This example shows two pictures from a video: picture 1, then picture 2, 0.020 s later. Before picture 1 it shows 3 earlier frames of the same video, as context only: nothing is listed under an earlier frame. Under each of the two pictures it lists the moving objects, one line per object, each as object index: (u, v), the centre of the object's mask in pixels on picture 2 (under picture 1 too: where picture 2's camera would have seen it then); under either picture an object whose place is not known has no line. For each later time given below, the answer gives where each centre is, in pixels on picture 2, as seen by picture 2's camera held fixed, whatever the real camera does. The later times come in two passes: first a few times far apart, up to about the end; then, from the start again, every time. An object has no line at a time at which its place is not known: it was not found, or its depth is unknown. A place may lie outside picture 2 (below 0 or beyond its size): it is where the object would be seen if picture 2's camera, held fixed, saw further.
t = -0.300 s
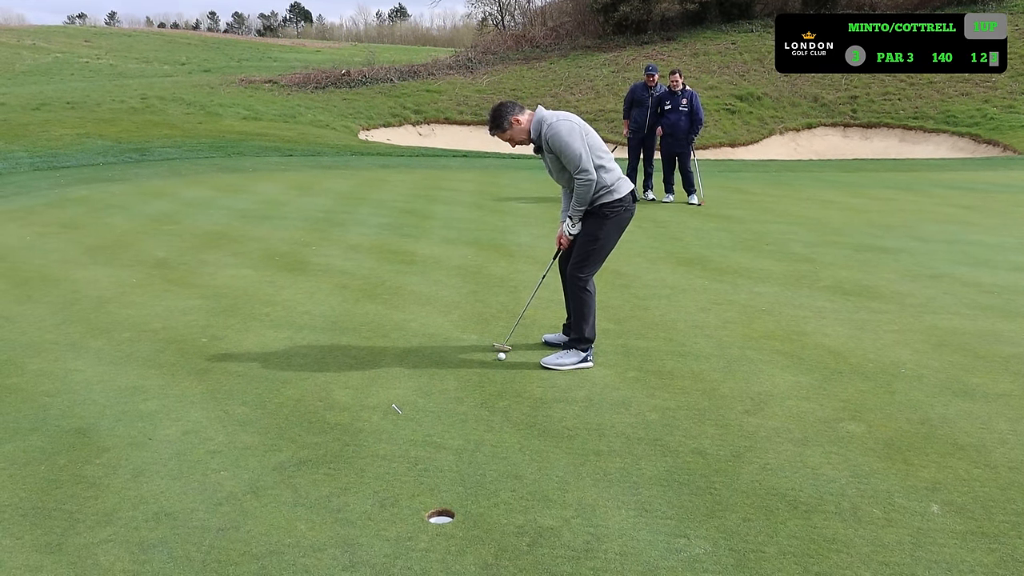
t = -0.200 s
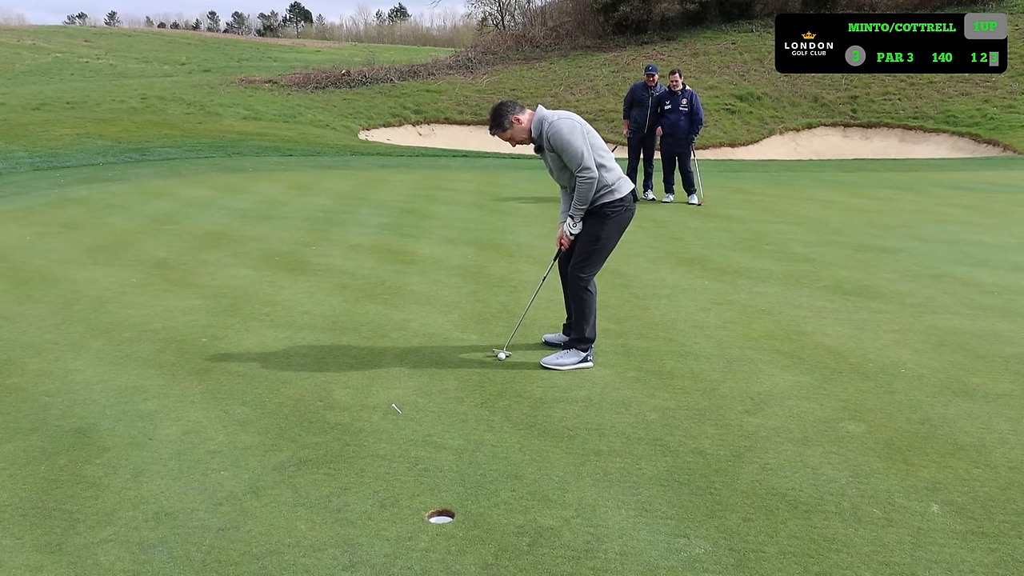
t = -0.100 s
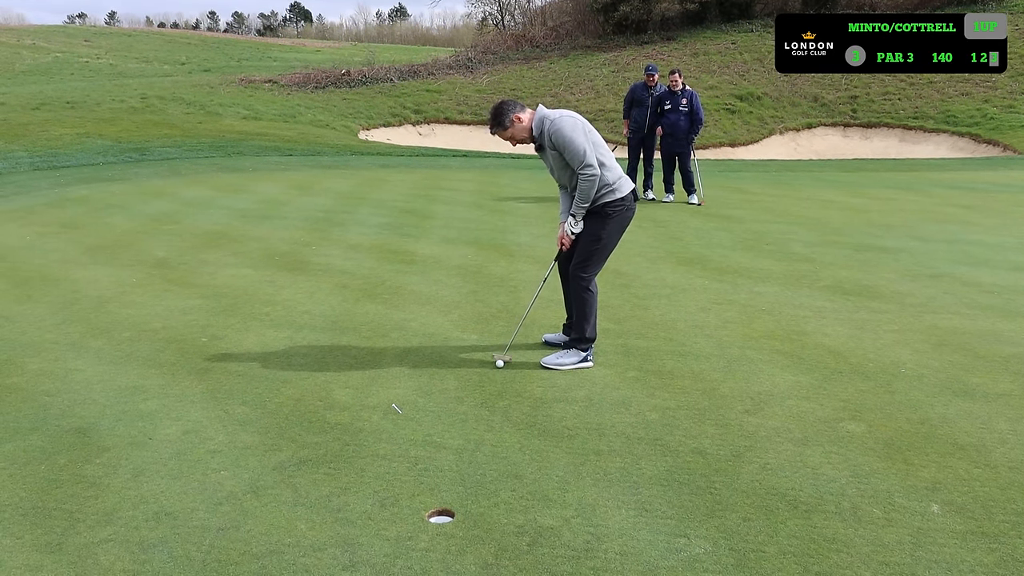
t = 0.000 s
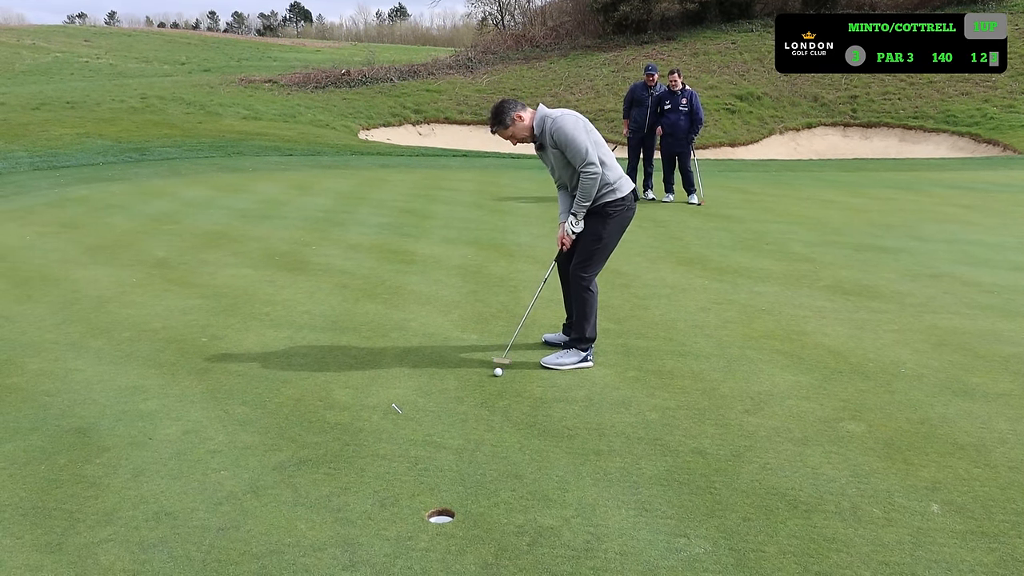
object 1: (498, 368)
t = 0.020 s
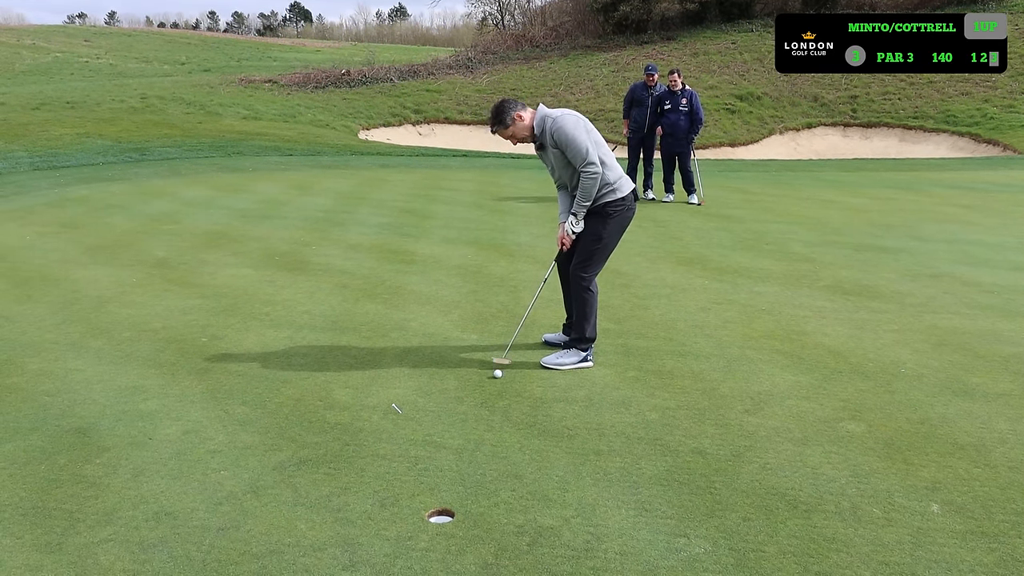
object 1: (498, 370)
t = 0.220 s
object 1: (495, 391)
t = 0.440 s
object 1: (490, 411)
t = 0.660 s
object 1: (486, 431)
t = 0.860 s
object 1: (482, 450)
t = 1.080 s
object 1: (476, 470)
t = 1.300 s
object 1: (469, 491)
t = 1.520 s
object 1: (461, 510)
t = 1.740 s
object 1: (452, 529)
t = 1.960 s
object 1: (444, 547)
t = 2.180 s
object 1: (434, 562)
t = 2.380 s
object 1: (426, 574)
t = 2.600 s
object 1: (422, 583)
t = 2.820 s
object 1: (417, 589)
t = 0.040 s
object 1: (498, 370)
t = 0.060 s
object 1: (497, 377)
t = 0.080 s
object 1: (497, 378)
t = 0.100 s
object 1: (496, 380)
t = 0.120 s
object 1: (496, 382)
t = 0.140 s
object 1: (496, 384)
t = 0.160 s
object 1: (496, 385)
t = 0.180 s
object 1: (495, 387)
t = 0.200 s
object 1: (495, 389)
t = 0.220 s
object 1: (495, 391)
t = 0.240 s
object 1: (494, 393)
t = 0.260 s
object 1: (494, 394)
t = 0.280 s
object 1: (494, 396)
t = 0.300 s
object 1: (494, 398)
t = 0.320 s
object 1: (493, 400)
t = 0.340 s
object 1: (493, 402)
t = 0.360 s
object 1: (492, 403)
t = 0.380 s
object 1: (492, 405)
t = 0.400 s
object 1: (492, 407)
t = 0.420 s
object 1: (491, 409)
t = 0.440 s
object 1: (490, 411)
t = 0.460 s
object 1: (490, 412)
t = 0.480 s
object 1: (490, 414)
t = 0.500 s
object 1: (490, 416)
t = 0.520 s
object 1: (489, 418)
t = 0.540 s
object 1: (488, 420)
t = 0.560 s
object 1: (488, 422)
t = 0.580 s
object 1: (487, 424)
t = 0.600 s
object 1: (487, 425)
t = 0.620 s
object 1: (487, 427)
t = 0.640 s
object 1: (486, 429)
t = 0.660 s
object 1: (486, 431)
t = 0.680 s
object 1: (485, 433)
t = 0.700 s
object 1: (485, 434)
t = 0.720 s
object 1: (485, 436)
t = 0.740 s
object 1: (485, 438)
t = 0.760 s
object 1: (484, 440)
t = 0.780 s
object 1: (484, 442)
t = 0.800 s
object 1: (483, 444)
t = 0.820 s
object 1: (483, 446)
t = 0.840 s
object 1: (483, 448)
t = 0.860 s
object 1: (482, 450)
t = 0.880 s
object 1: (482, 452)
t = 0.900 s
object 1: (481, 454)
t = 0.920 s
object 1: (481, 456)
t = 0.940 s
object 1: (480, 457)
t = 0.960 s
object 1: (479, 459)
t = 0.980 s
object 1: (479, 461)
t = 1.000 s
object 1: (478, 463)
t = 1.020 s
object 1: (478, 465)
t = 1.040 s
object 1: (477, 467)
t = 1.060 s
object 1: (477, 469)
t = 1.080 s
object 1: (476, 470)
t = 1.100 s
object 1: (476, 472)
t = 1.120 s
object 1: (475, 474)
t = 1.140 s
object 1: (474, 476)
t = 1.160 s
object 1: (473, 477)
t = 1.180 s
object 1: (473, 479)
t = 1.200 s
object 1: (472, 481)
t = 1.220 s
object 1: (472, 483)
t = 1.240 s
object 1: (471, 485)
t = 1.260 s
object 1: (470, 487)
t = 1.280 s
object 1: (470, 489)
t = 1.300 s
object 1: (469, 491)
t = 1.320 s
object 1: (469, 493)
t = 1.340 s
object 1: (468, 494)
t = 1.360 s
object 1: (467, 496)
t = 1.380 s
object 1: (466, 498)
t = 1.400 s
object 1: (466, 500)
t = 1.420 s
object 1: (465, 502)
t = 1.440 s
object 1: (464, 504)
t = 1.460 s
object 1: (463, 505)
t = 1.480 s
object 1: (463, 507)
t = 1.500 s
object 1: (462, 509)
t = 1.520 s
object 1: (461, 510)
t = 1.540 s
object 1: (460, 512)
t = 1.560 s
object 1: (460, 514)
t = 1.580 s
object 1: (459, 516)
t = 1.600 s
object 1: (458, 517)
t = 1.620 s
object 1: (457, 519)
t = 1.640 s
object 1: (456, 521)
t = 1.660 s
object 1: (455, 523)
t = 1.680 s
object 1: (455, 524)
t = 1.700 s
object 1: (454, 526)
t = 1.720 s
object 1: (453, 527)
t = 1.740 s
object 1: (452, 529)
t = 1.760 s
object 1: (451, 531)
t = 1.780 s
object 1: (451, 532)
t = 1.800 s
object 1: (450, 534)
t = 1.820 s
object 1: (449, 536)
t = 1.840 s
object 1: (448, 537)
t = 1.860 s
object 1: (448, 539)
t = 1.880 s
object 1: (447, 540)
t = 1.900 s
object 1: (446, 542)
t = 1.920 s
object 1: (446, 544)
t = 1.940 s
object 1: (445, 545)
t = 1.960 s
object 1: (444, 547)
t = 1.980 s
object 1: (443, 548)
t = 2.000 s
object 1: (442, 550)
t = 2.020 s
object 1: (441, 551)
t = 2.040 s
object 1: (440, 553)
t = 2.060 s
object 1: (439, 554)
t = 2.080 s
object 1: (439, 555)
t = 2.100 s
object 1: (438, 557)
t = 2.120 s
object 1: (437, 558)
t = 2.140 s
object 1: (436, 560)
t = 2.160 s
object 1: (435, 561)
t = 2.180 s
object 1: (434, 562)
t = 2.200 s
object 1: (433, 563)
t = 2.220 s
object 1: (432, 564)
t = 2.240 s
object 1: (431, 566)
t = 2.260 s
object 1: (431, 567)
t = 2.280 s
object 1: (430, 568)
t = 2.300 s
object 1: (429, 569)
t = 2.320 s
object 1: (428, 570)
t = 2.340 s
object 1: (428, 571)
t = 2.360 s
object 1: (427, 573)
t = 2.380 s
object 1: (426, 574)
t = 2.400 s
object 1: (426, 575)
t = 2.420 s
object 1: (425, 575)
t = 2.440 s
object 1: (425, 576)
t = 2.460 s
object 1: (424, 577)
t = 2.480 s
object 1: (424, 578)
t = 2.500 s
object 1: (423, 579)
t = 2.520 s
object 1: (423, 580)
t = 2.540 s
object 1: (423, 581)
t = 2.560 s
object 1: (423, 582)
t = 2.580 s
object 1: (422, 582)
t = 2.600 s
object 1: (422, 583)
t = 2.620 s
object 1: (422, 584)
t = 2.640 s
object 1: (421, 584)
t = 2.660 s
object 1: (421, 585)
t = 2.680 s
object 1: (421, 586)
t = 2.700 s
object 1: (420, 586)
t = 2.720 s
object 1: (419, 587)
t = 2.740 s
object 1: (419, 587)
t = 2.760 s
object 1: (418, 588)
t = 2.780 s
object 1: (417, 588)
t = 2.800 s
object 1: (417, 589)
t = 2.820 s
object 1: (417, 589)
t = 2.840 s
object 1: (416, 589)
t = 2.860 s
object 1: (416, 590)
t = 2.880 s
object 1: (416, 590)
